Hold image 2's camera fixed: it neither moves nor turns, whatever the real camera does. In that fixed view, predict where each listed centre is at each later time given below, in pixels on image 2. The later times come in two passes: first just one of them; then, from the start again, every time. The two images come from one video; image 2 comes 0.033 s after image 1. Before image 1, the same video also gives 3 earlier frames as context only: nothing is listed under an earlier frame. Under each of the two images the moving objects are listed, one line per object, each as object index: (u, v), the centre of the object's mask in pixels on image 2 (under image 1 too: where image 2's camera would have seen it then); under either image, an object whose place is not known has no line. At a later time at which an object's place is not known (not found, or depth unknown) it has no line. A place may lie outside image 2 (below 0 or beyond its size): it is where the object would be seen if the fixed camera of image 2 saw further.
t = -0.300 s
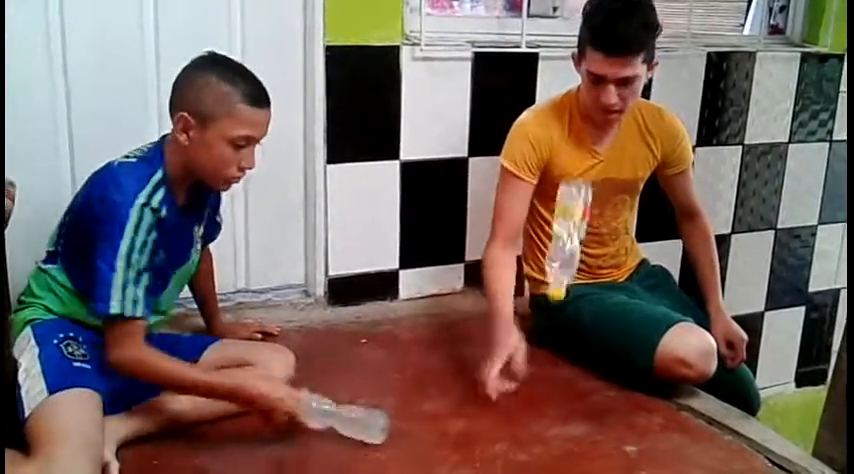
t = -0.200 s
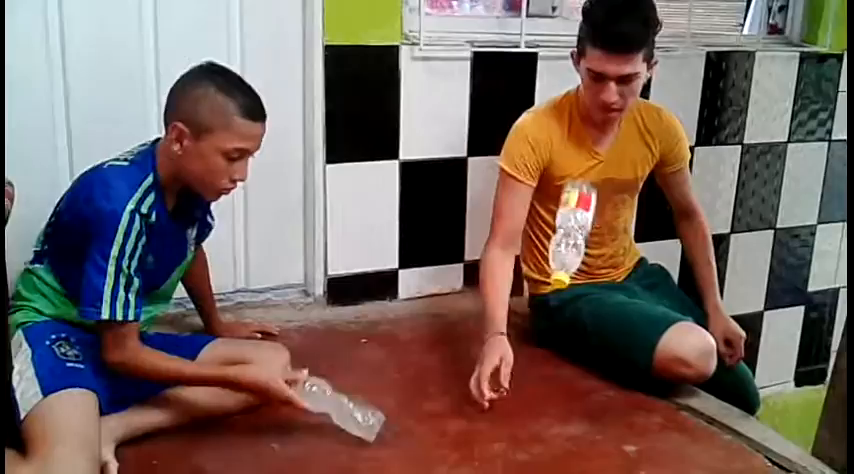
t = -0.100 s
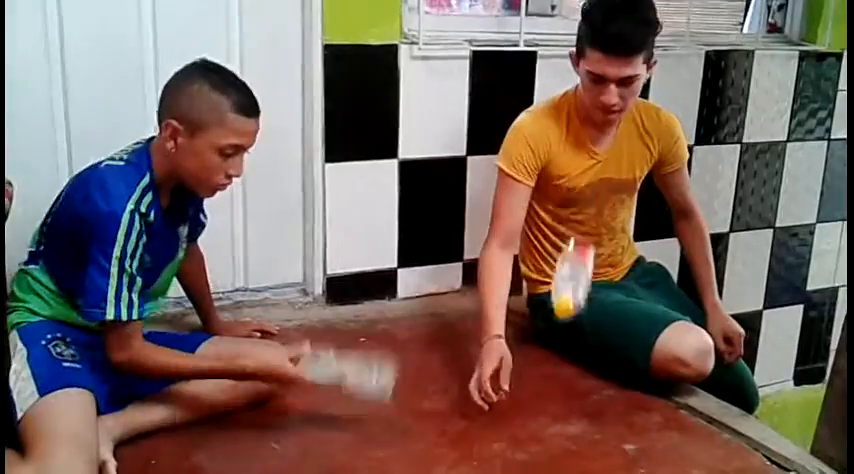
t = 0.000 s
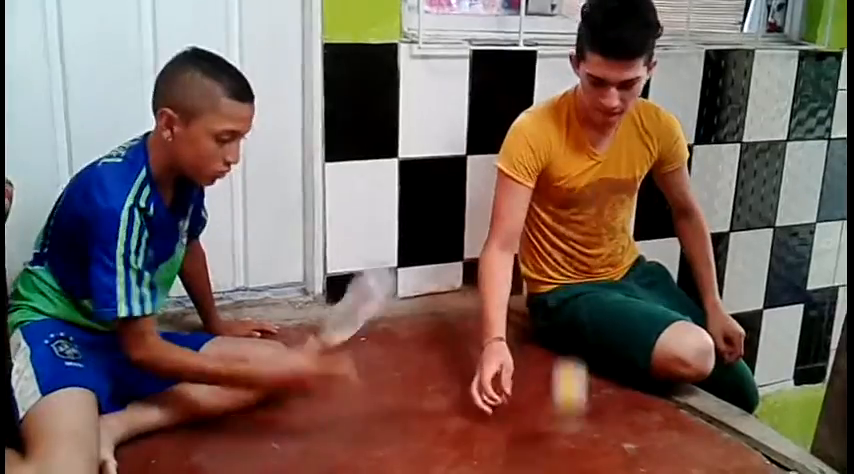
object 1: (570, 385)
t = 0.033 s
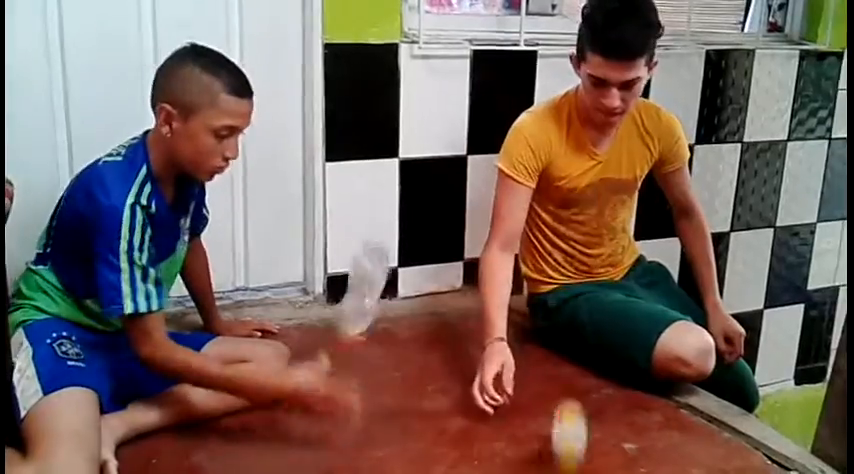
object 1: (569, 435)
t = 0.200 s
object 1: (578, 450)
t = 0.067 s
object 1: (570, 443)
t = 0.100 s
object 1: (572, 446)
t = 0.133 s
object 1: (574, 450)
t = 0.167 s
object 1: (576, 450)
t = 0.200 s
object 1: (578, 450)
